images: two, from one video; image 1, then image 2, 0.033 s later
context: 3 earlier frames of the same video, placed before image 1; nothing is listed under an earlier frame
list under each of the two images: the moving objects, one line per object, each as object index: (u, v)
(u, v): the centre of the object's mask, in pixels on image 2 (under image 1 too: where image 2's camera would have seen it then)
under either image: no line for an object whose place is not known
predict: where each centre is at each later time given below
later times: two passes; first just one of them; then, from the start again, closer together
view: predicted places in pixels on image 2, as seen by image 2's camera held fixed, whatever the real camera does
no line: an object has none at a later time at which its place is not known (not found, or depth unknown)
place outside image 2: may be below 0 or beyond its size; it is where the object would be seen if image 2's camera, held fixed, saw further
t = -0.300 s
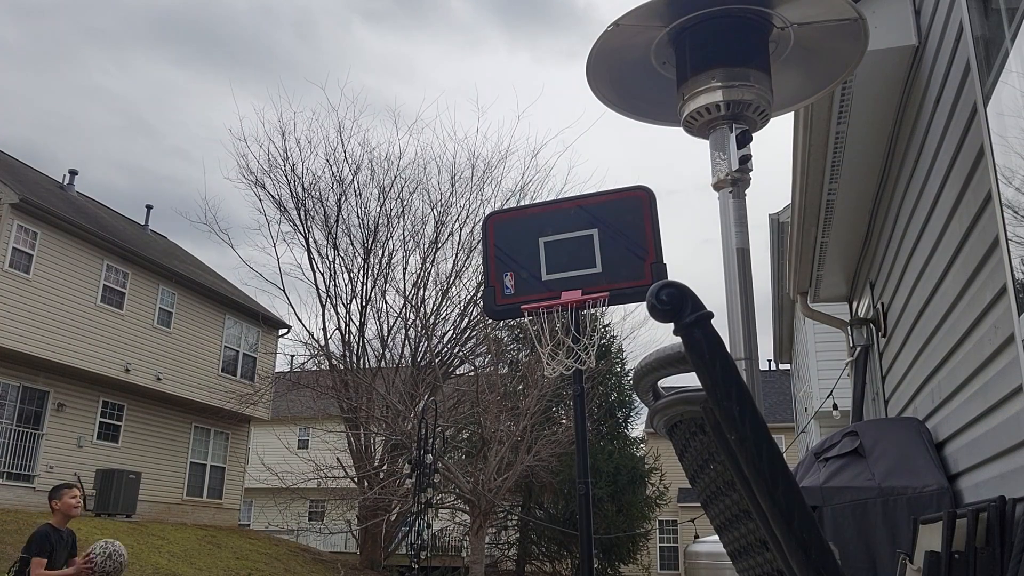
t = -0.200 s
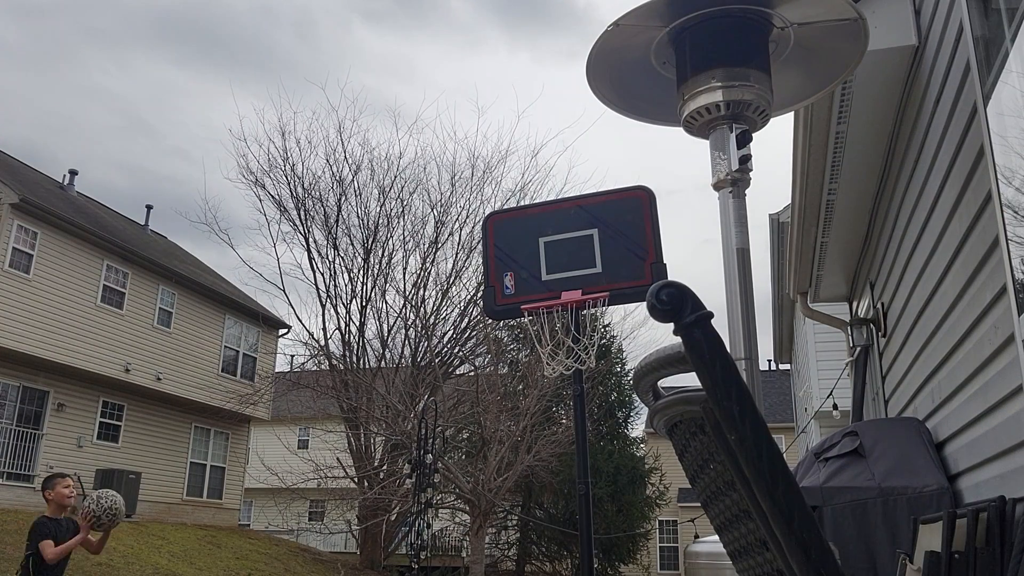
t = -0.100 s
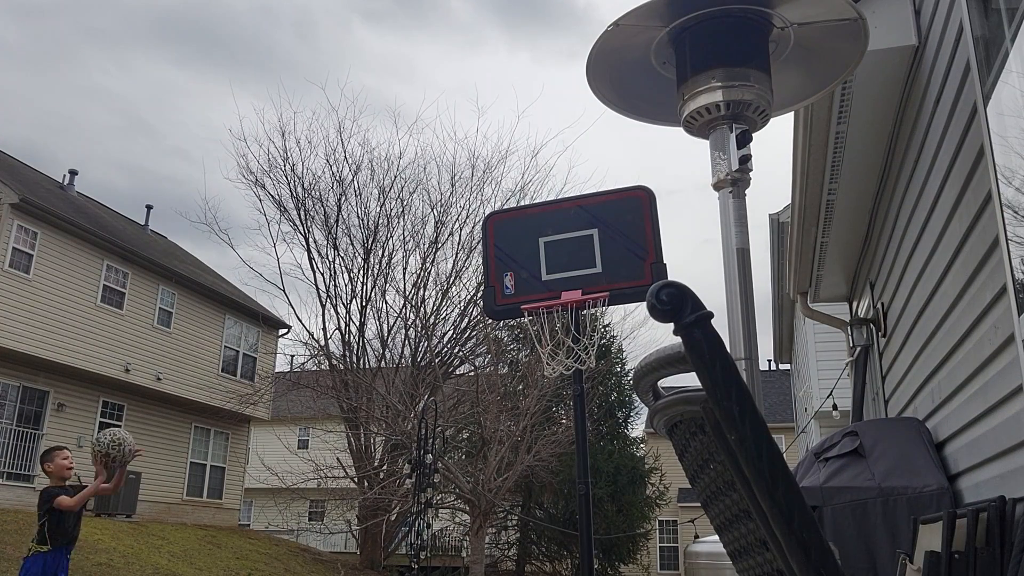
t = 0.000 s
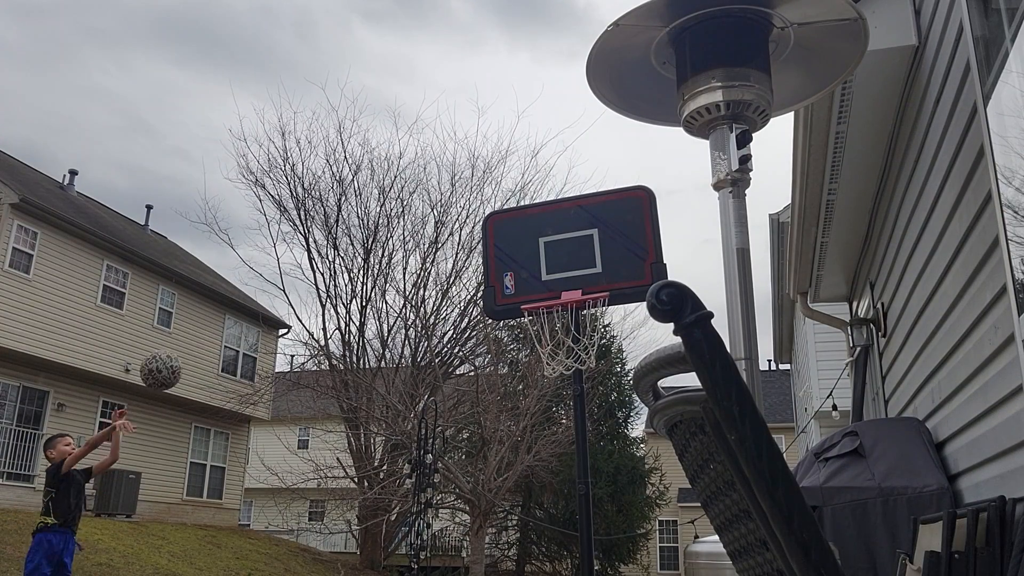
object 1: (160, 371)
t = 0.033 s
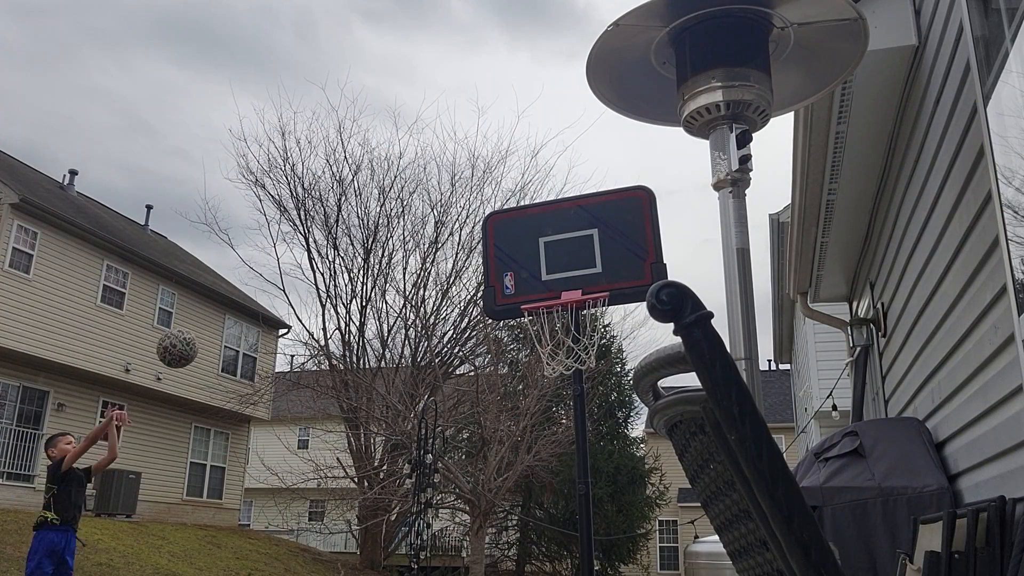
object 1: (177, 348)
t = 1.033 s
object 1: (597, 531)
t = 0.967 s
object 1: (566, 462)
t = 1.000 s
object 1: (582, 496)
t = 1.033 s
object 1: (597, 531)
